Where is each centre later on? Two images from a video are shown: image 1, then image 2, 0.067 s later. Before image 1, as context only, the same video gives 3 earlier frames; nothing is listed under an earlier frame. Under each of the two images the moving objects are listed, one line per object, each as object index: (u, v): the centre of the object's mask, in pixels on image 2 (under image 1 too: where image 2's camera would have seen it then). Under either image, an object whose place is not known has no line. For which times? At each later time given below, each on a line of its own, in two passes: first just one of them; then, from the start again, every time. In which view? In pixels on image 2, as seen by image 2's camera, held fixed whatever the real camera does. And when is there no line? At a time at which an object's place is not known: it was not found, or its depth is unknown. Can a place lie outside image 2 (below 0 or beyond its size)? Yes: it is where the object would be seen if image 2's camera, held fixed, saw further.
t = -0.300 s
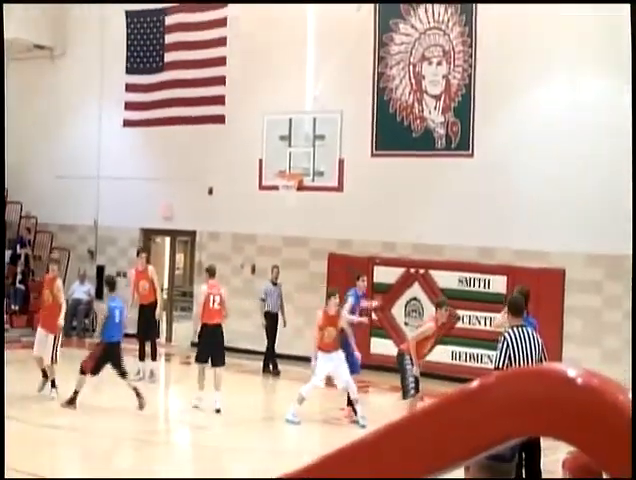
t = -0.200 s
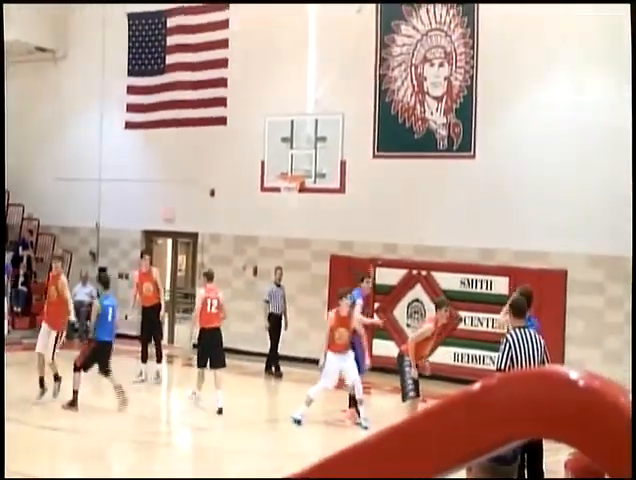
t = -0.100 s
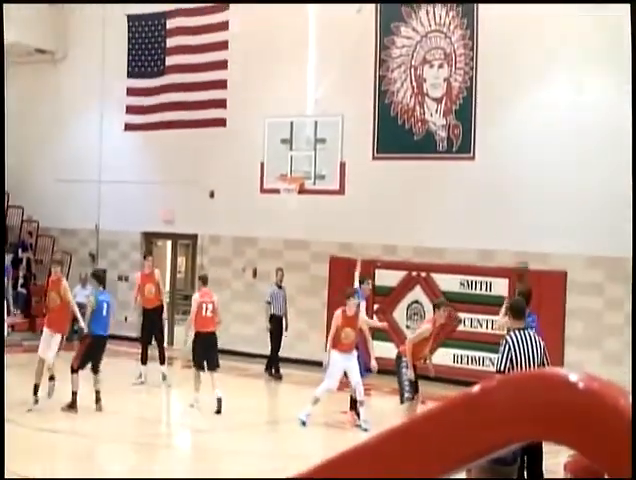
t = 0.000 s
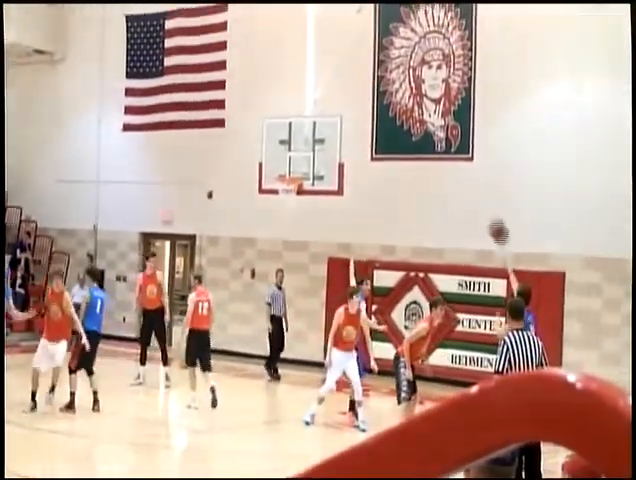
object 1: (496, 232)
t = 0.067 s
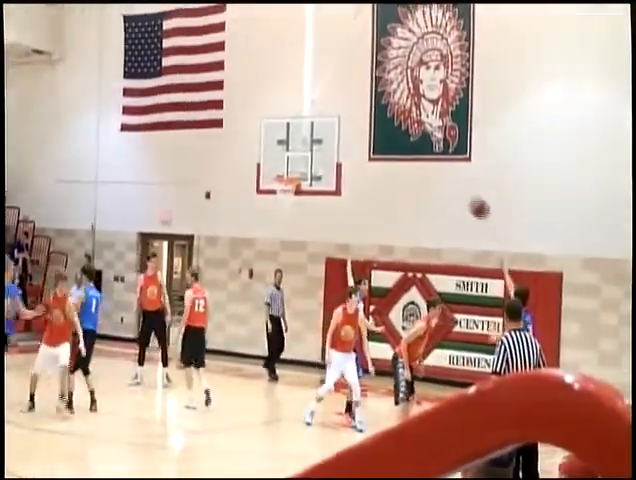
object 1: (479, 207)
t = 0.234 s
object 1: (440, 170)
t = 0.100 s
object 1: (471, 198)
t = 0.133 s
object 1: (463, 189)
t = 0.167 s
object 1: (455, 181)
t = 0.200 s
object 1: (447, 175)
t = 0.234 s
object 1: (440, 170)
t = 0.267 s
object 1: (432, 167)
